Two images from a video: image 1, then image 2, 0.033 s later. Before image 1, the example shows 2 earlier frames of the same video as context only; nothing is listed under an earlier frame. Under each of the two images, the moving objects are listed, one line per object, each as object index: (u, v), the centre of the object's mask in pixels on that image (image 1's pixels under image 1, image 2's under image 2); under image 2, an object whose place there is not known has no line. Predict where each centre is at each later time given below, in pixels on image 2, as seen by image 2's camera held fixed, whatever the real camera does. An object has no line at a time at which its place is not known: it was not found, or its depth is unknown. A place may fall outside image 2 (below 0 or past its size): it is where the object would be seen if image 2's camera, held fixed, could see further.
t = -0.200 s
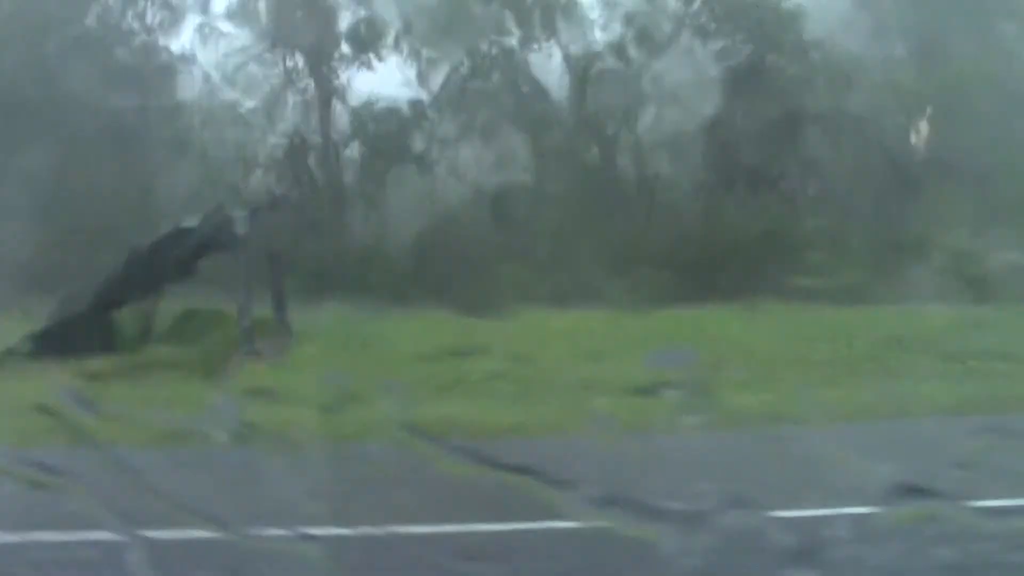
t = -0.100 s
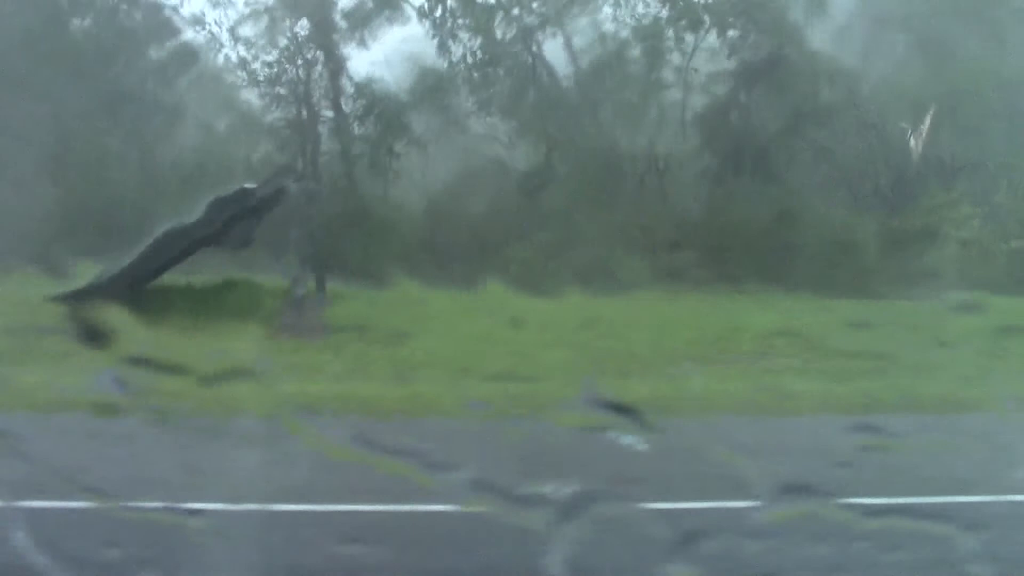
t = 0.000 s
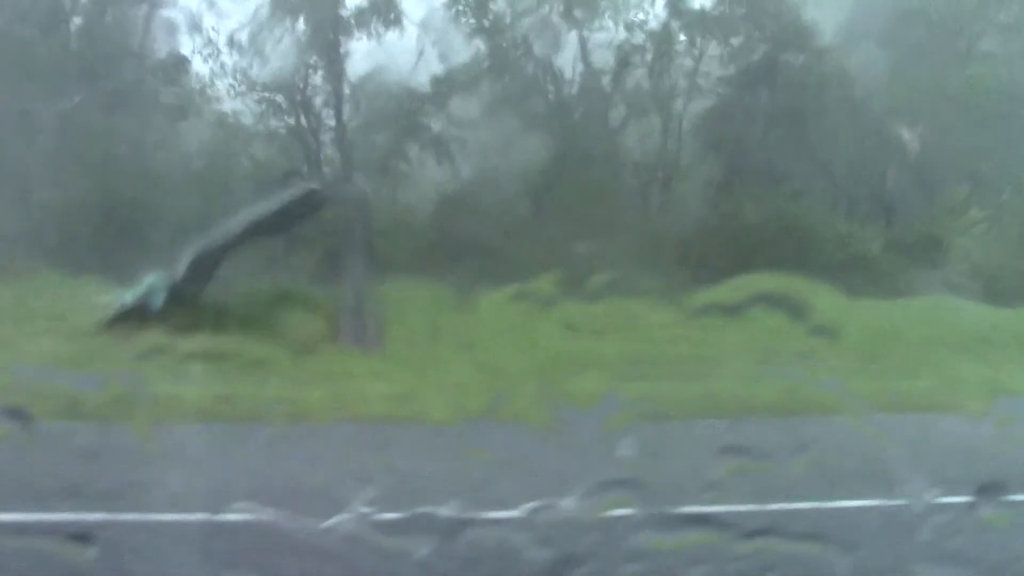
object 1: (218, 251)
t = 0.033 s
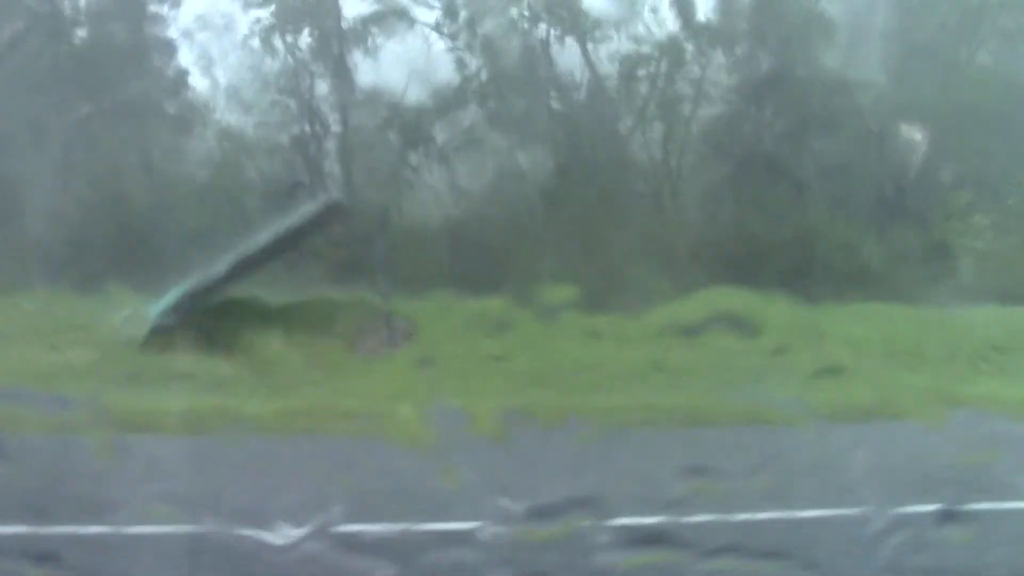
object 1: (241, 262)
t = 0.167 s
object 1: (272, 281)
